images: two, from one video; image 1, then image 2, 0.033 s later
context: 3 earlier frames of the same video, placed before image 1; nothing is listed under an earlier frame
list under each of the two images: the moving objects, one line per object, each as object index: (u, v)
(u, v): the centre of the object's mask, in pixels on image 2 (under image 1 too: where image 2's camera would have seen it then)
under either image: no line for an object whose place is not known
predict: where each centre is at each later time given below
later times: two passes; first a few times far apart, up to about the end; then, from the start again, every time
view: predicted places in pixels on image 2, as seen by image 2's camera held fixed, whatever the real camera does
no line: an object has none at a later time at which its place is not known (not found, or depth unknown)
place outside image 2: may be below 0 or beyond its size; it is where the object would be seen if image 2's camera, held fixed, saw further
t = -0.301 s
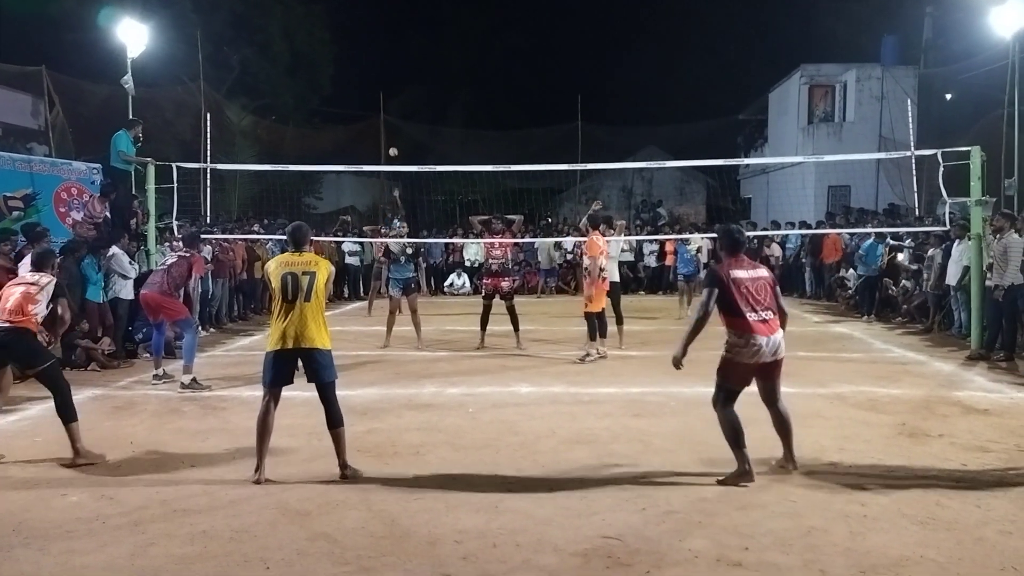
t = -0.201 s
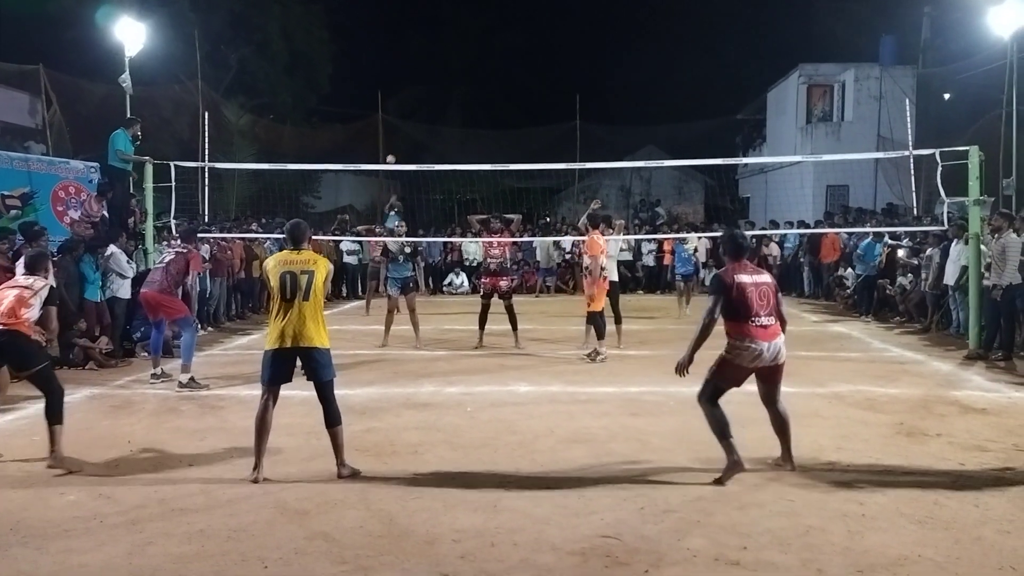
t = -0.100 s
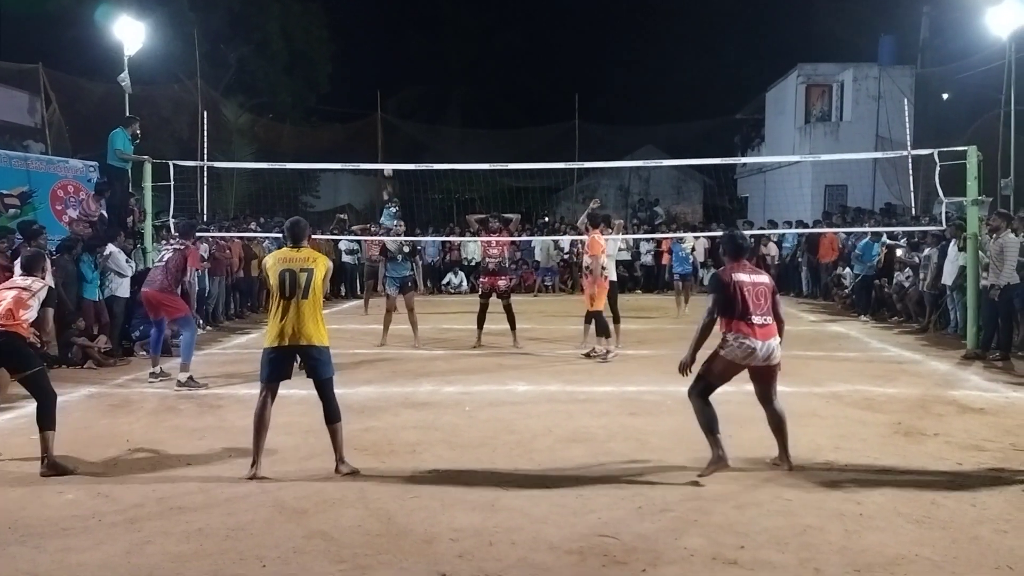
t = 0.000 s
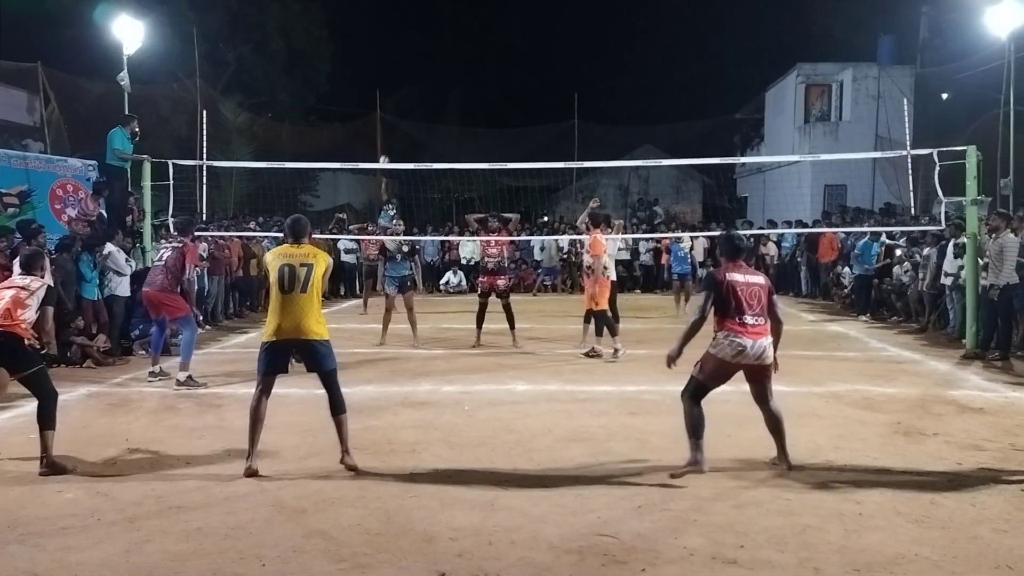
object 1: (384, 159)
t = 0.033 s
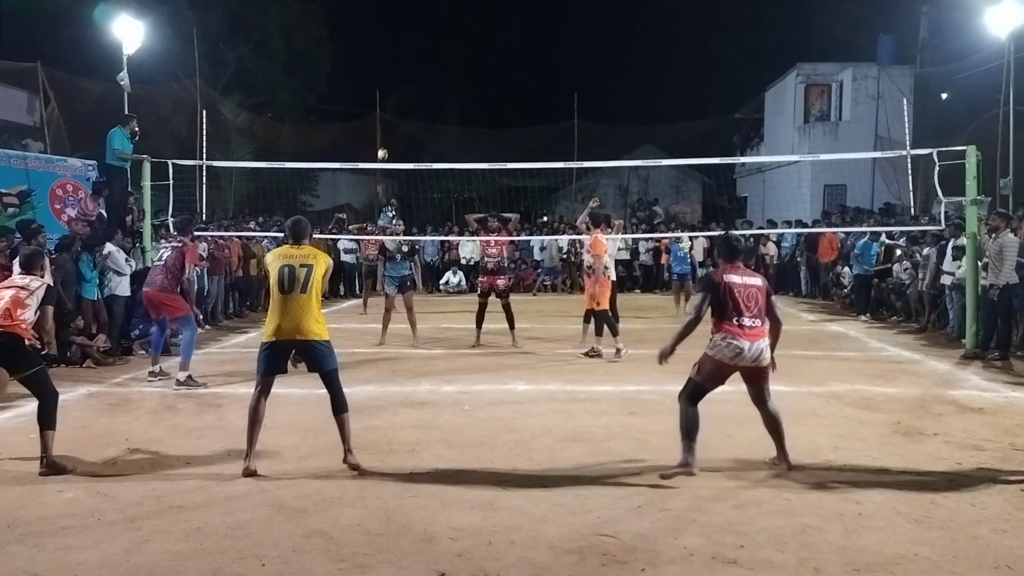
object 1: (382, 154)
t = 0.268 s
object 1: (379, 121)
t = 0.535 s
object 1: (385, 142)
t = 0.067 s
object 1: (381, 147)
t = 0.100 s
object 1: (381, 141)
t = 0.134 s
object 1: (380, 136)
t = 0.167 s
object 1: (379, 131)
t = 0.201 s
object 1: (379, 127)
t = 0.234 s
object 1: (379, 123)
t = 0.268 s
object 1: (379, 121)
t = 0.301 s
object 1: (379, 119)
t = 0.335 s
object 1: (379, 119)
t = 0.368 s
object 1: (379, 119)
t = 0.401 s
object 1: (380, 120)
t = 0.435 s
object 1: (381, 123)
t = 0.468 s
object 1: (382, 127)
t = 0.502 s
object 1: (383, 134)
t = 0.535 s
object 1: (385, 142)
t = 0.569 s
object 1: (387, 152)
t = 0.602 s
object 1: (389, 164)
